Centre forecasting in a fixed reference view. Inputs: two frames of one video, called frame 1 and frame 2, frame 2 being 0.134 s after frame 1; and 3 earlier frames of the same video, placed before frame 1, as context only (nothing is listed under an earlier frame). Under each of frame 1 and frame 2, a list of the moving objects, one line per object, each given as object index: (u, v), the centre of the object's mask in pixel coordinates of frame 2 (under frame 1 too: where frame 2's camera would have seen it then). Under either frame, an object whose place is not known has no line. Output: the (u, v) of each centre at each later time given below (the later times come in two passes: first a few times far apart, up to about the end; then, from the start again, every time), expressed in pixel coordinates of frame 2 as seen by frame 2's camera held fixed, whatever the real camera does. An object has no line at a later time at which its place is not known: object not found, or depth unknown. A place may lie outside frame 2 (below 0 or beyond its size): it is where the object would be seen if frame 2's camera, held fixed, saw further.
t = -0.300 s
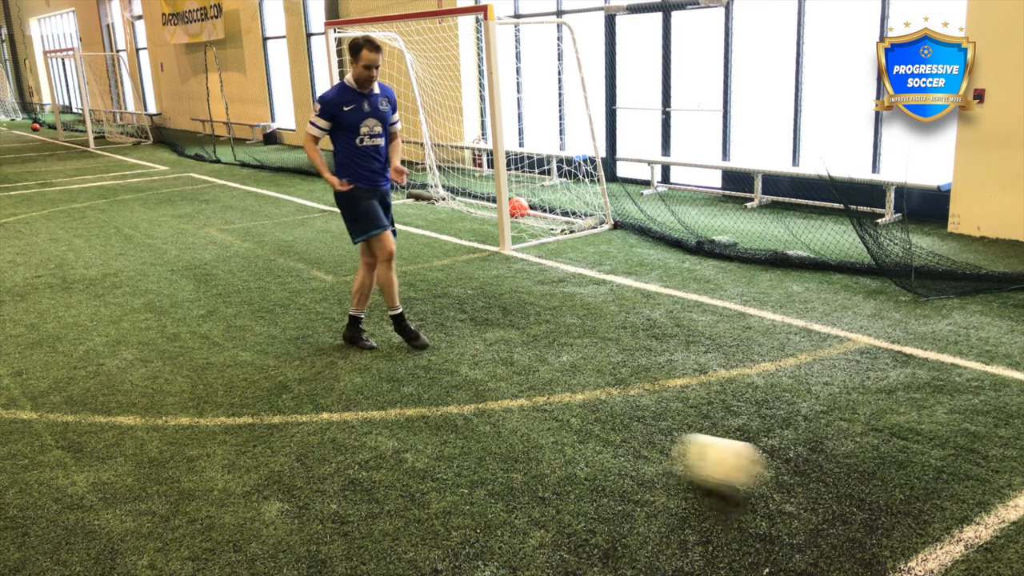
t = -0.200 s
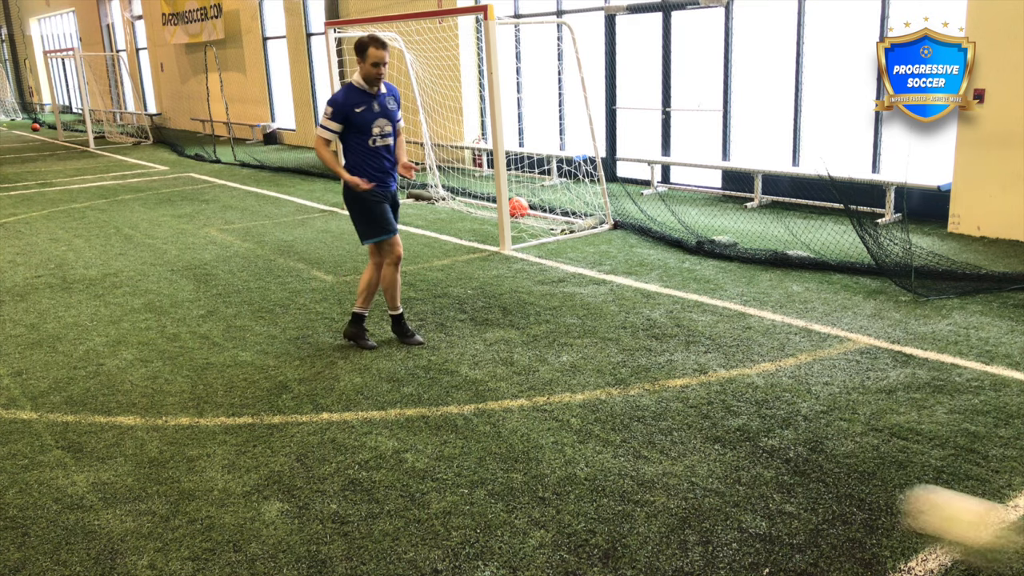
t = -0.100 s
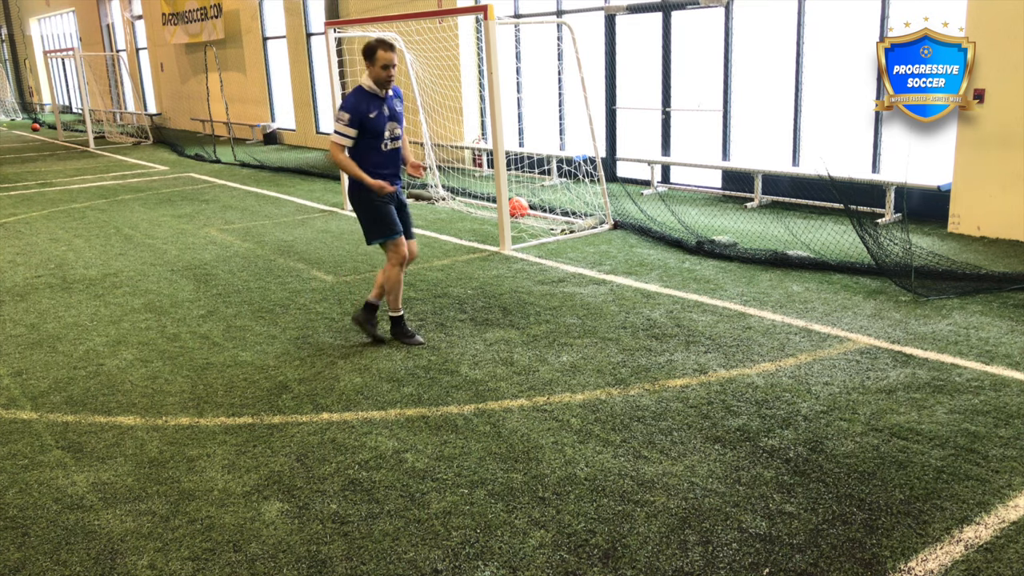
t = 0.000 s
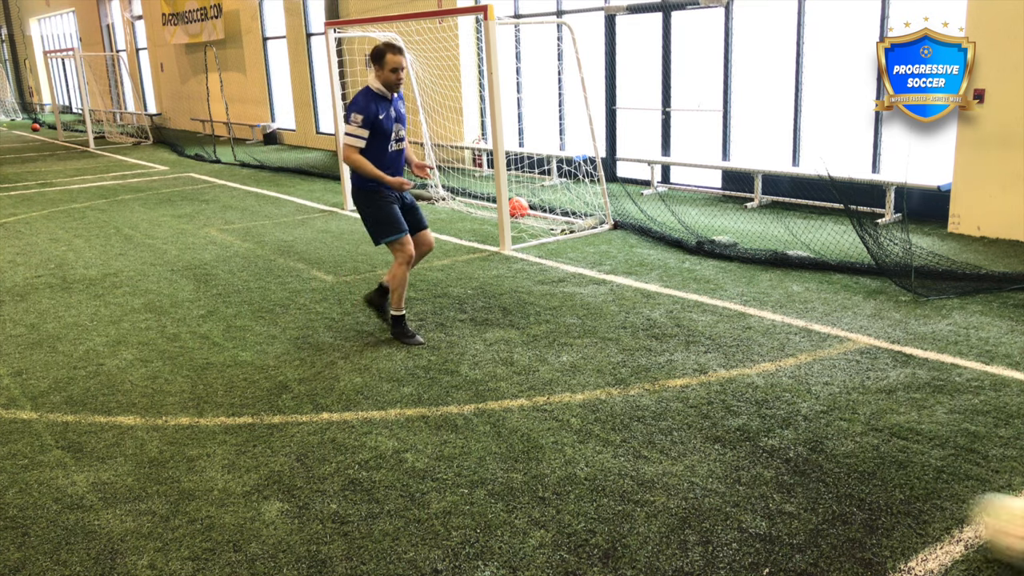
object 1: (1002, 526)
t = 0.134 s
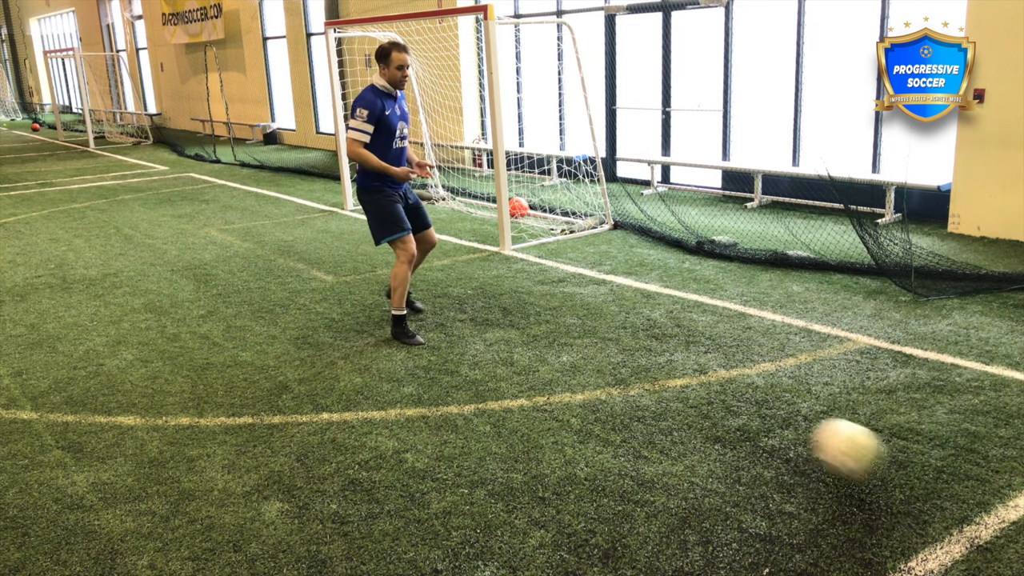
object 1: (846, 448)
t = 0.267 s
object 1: (733, 414)
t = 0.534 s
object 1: (614, 355)
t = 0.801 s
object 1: (532, 319)
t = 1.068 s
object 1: (475, 298)
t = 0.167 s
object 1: (815, 436)
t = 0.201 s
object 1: (785, 427)
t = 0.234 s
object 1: (757, 420)
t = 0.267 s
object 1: (733, 414)
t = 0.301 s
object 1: (715, 400)
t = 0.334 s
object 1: (698, 390)
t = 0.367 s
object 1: (682, 382)
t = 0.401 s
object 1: (666, 376)
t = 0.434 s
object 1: (652, 372)
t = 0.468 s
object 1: (638, 372)
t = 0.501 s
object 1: (624, 365)
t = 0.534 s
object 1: (614, 355)
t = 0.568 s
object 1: (601, 346)
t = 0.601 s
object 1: (590, 340)
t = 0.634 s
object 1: (580, 337)
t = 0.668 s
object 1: (570, 335)
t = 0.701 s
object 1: (560, 336)
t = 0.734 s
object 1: (550, 332)
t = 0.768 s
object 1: (541, 325)
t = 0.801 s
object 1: (532, 319)
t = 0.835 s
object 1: (524, 316)
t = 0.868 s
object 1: (517, 315)
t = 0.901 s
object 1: (509, 314)
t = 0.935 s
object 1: (501, 311)
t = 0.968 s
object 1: (495, 306)
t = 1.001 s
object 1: (488, 301)
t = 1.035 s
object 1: (482, 299)
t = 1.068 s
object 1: (475, 298)
